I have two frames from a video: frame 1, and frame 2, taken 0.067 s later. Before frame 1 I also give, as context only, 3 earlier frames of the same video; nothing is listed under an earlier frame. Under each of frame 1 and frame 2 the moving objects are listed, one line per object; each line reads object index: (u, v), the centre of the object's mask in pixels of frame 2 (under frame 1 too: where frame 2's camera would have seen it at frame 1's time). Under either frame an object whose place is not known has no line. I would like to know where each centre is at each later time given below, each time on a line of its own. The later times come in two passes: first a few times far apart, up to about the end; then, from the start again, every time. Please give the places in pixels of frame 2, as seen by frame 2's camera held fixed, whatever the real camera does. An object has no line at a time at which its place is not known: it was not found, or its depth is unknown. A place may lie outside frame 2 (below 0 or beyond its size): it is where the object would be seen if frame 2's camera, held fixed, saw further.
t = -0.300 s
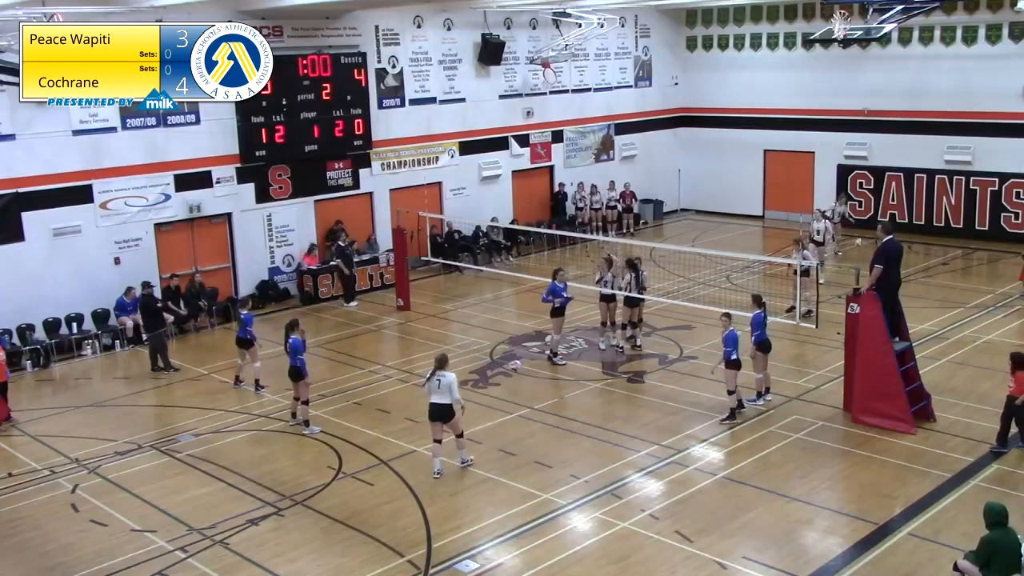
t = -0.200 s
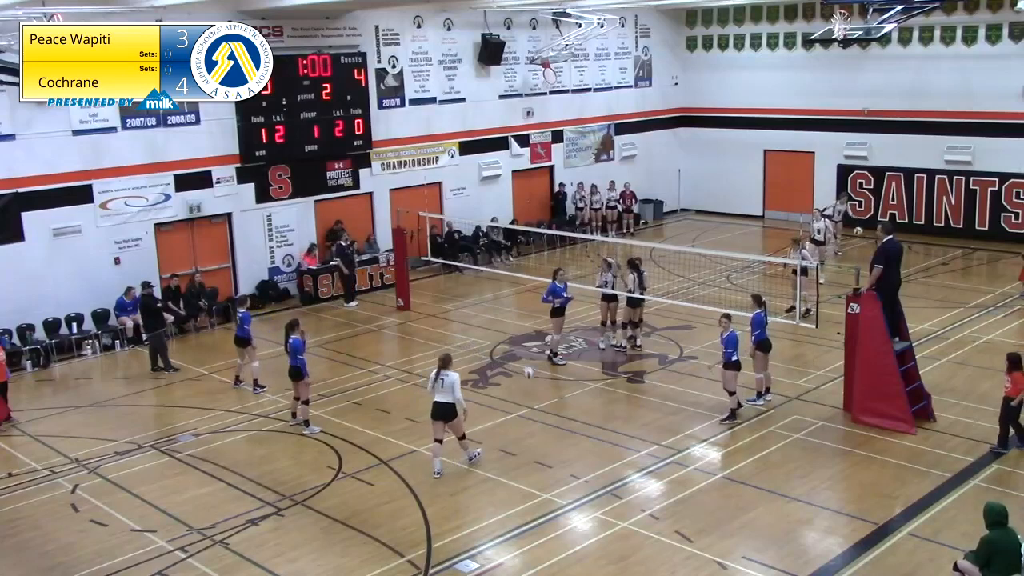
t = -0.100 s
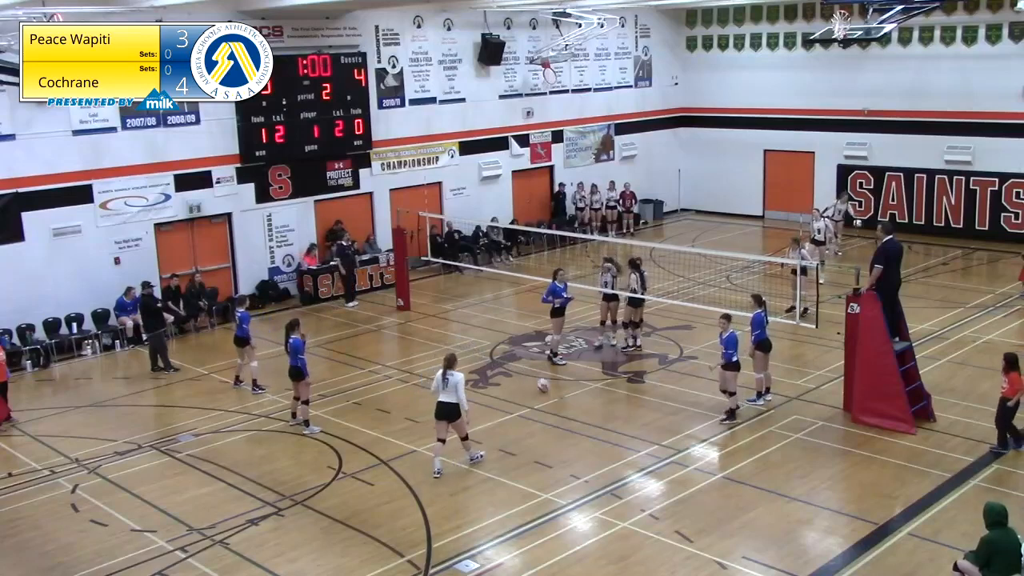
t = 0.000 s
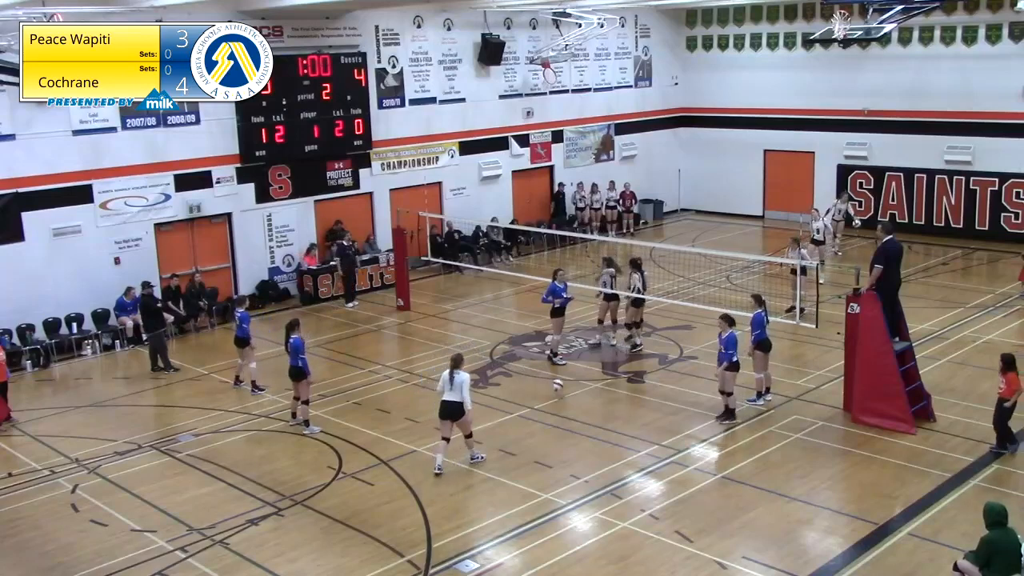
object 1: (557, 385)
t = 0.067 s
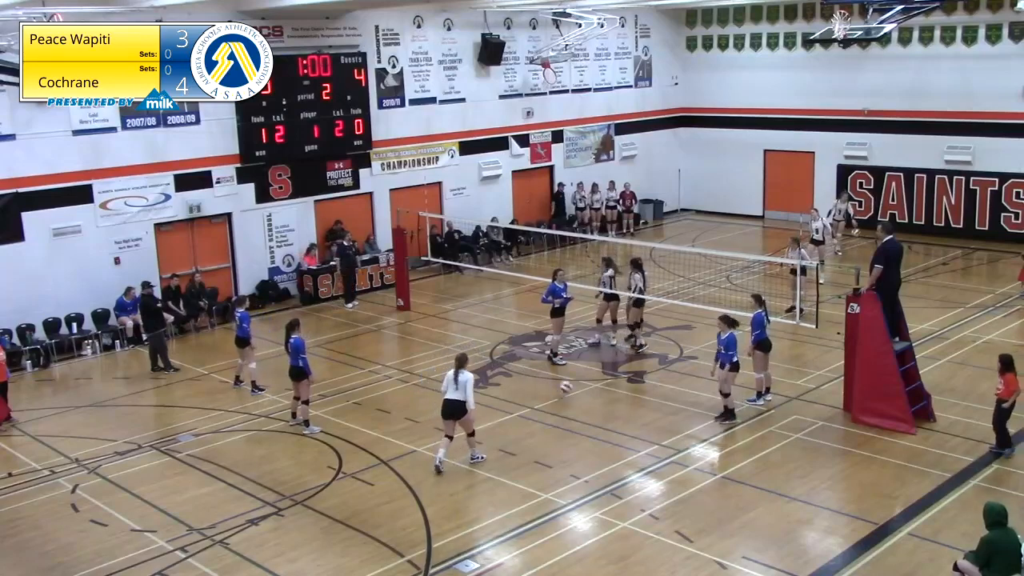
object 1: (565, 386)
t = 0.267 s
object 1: (595, 401)
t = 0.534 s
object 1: (636, 417)
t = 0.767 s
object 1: (673, 430)
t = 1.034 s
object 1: (719, 449)
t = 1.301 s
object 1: (768, 467)
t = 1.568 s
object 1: (819, 488)
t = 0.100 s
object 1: (570, 389)
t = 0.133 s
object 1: (575, 392)
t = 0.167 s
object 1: (581, 394)
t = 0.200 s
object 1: (585, 399)
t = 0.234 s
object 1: (590, 402)
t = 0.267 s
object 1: (595, 401)
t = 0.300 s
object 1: (600, 401)
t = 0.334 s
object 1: (605, 402)
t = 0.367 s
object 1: (611, 404)
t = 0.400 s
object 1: (615, 406)
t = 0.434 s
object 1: (620, 409)
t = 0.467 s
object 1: (626, 414)
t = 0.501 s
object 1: (631, 417)
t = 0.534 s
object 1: (636, 417)
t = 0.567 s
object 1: (642, 417)
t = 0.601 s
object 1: (646, 418)
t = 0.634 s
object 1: (652, 420)
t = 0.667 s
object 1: (658, 423)
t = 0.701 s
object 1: (663, 427)
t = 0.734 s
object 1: (669, 430)
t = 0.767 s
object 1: (673, 430)
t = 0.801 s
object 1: (679, 431)
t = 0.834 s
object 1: (685, 434)
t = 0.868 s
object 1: (691, 438)
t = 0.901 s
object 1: (696, 441)
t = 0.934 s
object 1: (702, 442)
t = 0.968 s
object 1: (708, 443)
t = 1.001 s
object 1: (713, 445)
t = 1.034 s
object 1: (719, 449)
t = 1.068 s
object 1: (724, 452)
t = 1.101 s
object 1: (731, 453)
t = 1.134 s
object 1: (736, 454)
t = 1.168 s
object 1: (743, 458)
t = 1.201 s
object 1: (749, 460)
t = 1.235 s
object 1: (755, 463)
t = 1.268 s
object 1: (762, 464)
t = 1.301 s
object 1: (768, 467)
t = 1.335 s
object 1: (773, 470)
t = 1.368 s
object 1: (780, 472)
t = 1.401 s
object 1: (787, 474)
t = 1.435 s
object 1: (793, 477)
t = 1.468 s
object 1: (799, 480)
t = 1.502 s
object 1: (806, 483)
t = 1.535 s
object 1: (812, 485)
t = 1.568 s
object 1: (819, 488)
